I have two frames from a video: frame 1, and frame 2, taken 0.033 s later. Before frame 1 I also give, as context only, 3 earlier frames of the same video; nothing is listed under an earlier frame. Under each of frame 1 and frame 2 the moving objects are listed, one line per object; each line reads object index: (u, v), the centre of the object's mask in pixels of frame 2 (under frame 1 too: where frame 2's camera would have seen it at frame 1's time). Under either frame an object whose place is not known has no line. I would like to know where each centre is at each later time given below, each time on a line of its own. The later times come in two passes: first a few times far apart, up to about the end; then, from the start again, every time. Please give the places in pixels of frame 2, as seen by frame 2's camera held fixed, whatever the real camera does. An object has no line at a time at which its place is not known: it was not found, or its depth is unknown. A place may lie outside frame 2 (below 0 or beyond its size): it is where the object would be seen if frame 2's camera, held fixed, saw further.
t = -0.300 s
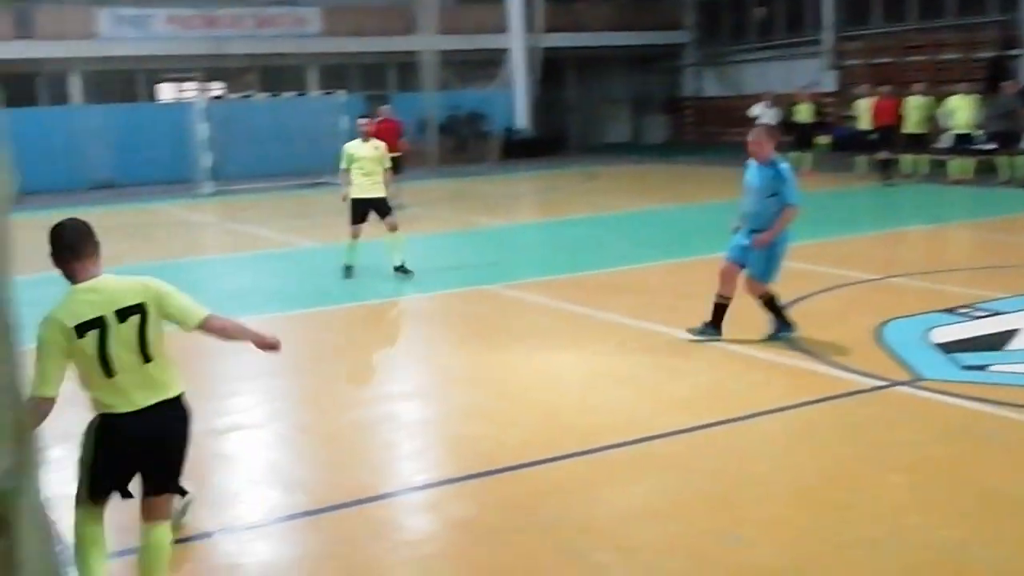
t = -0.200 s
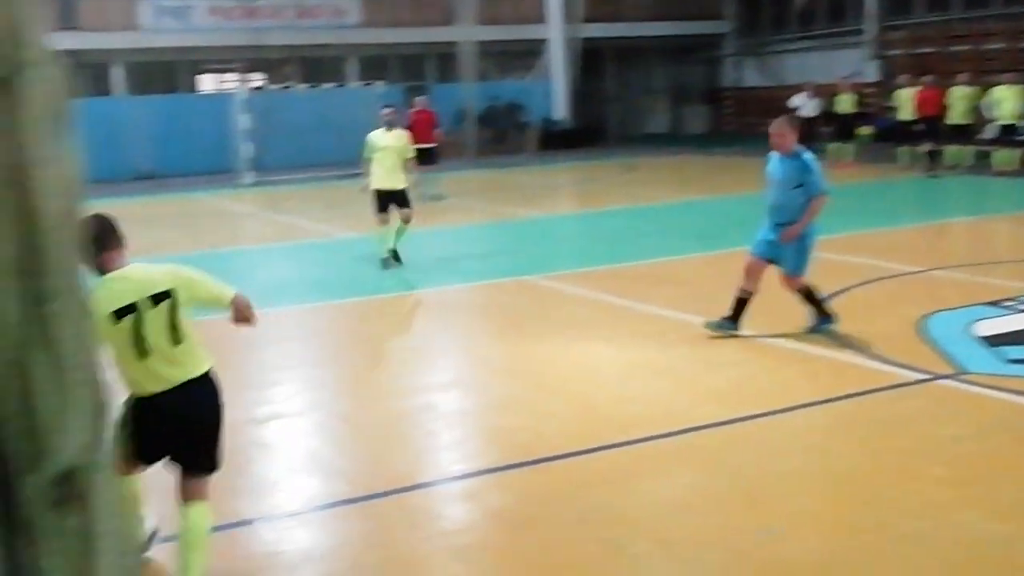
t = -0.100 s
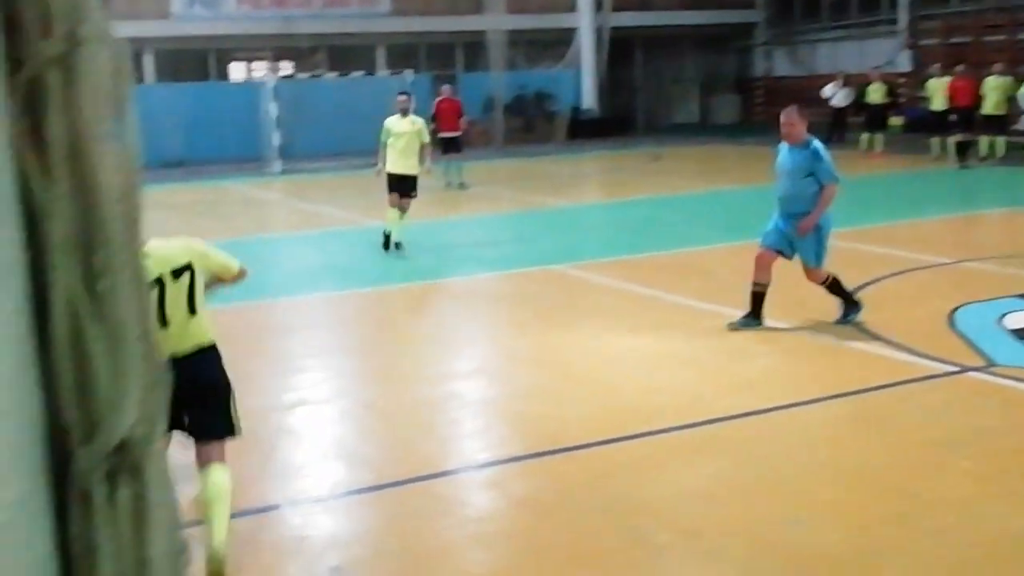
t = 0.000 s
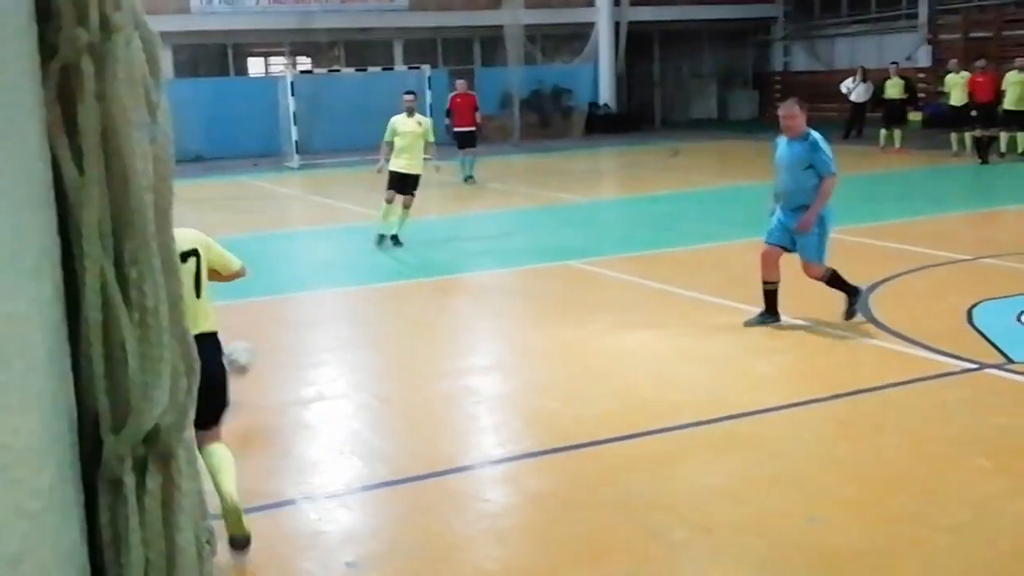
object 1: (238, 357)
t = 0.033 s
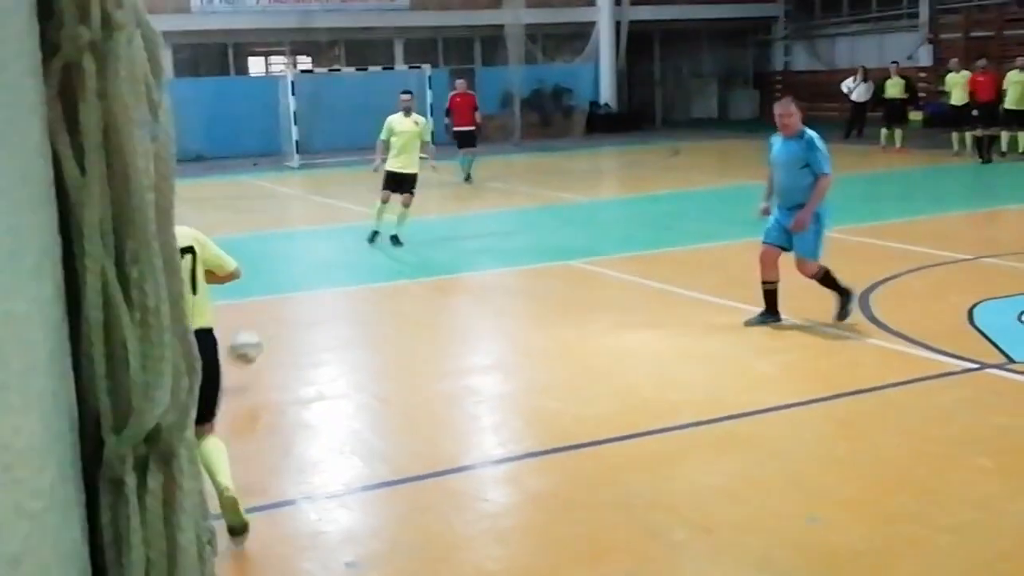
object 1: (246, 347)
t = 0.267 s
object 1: (281, 296)
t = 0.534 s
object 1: (303, 263)
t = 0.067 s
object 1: (252, 338)
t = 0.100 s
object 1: (258, 332)
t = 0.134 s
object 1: (264, 326)
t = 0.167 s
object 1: (269, 324)
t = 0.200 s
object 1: (271, 318)
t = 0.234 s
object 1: (275, 306)
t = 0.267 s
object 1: (281, 296)
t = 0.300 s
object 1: (283, 289)
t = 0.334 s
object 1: (285, 284)
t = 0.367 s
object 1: (290, 280)
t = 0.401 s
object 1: (292, 278)
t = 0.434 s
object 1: (295, 275)
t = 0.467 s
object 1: (298, 270)
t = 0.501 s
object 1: (300, 266)
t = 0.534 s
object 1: (303, 263)
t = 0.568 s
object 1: (304, 260)
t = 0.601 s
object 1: (306, 258)
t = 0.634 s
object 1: (309, 254)
